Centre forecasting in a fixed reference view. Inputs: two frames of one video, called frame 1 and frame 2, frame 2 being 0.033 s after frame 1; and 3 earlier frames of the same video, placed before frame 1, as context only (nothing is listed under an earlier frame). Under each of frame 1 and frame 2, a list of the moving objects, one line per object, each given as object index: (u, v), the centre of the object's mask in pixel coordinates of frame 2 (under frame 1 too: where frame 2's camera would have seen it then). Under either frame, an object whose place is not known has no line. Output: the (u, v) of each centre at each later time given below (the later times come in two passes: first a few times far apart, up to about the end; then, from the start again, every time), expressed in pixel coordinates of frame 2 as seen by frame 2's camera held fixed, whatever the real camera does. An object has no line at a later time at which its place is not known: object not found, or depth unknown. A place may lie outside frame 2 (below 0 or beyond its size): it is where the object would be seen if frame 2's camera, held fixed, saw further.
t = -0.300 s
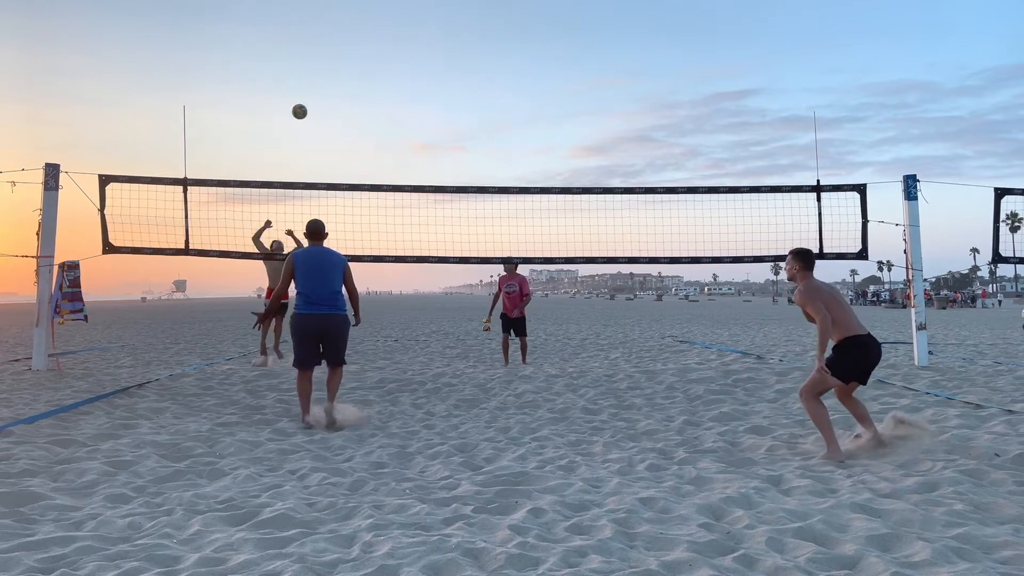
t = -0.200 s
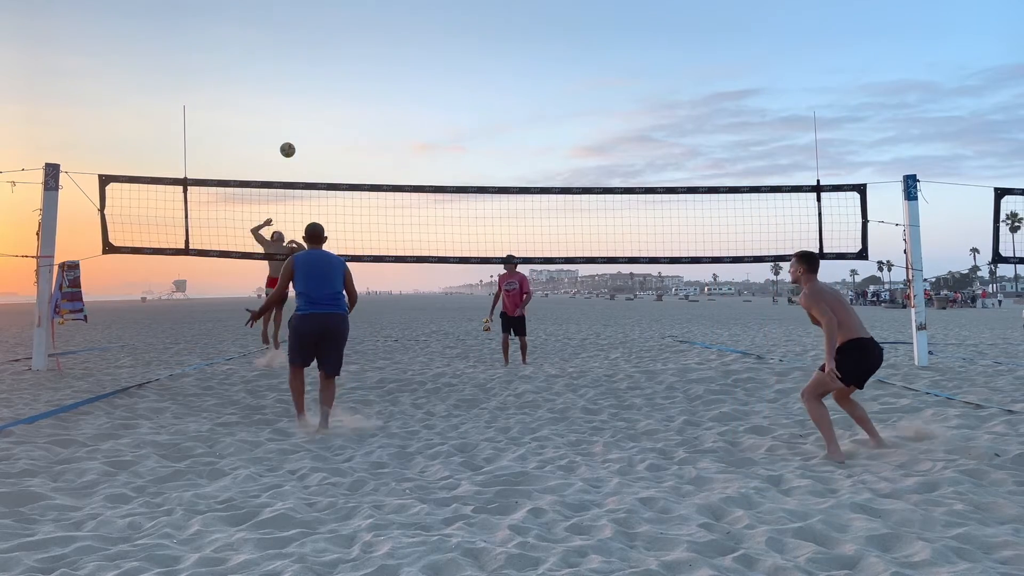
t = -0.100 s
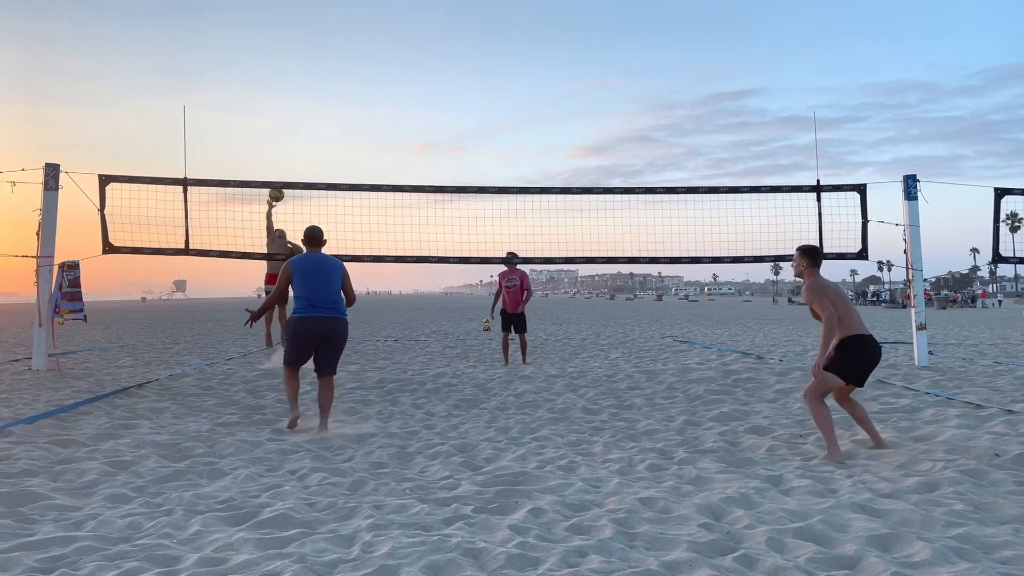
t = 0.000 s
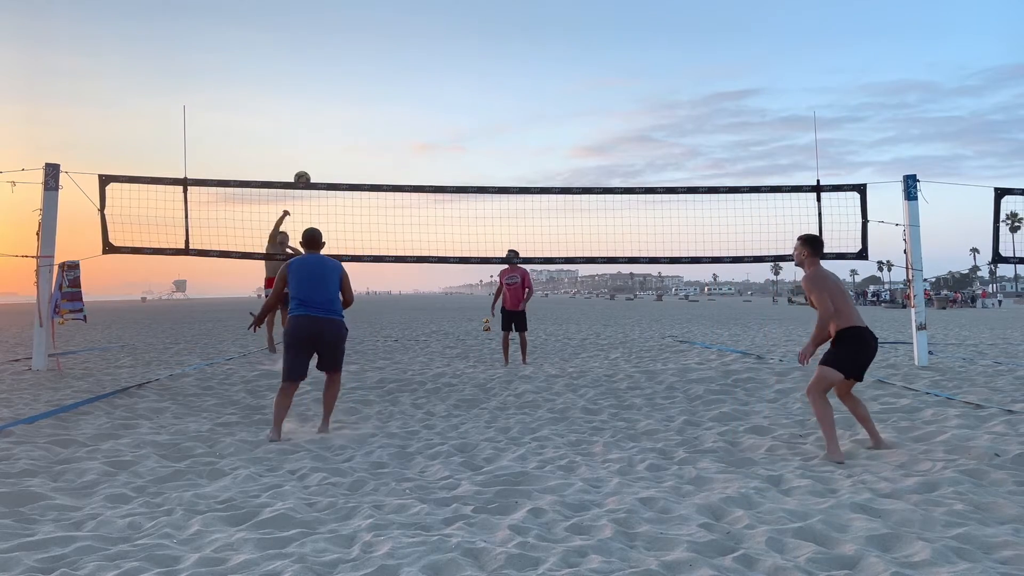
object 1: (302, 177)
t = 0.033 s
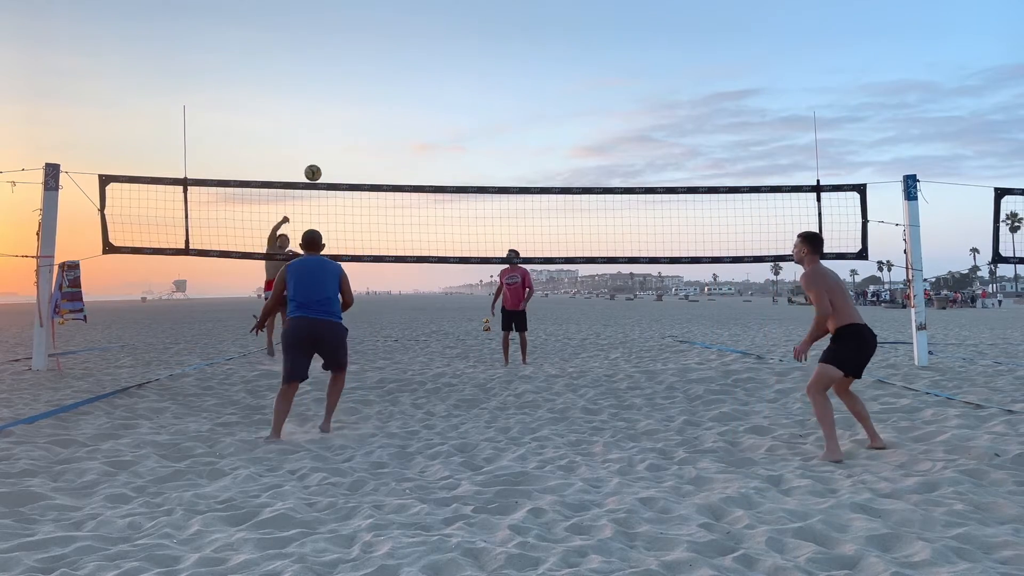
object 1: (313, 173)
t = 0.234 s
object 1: (392, 150)
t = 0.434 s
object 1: (511, 170)
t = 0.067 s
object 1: (324, 167)
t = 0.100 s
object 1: (336, 162)
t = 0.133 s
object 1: (349, 157)
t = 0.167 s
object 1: (362, 154)
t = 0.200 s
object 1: (377, 152)
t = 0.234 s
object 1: (392, 150)
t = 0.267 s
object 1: (409, 150)
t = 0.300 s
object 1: (426, 151)
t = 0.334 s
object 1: (445, 153)
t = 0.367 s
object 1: (465, 157)
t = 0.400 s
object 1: (487, 163)
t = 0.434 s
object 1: (511, 170)
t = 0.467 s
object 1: (537, 180)
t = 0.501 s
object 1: (565, 193)
